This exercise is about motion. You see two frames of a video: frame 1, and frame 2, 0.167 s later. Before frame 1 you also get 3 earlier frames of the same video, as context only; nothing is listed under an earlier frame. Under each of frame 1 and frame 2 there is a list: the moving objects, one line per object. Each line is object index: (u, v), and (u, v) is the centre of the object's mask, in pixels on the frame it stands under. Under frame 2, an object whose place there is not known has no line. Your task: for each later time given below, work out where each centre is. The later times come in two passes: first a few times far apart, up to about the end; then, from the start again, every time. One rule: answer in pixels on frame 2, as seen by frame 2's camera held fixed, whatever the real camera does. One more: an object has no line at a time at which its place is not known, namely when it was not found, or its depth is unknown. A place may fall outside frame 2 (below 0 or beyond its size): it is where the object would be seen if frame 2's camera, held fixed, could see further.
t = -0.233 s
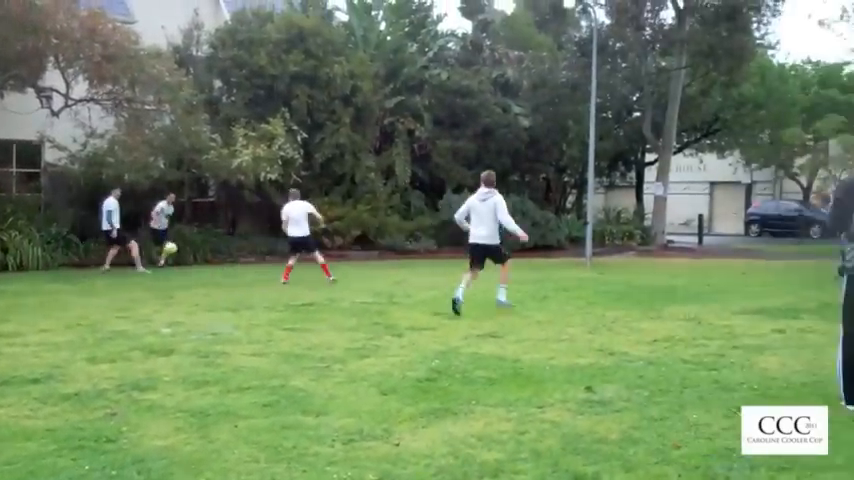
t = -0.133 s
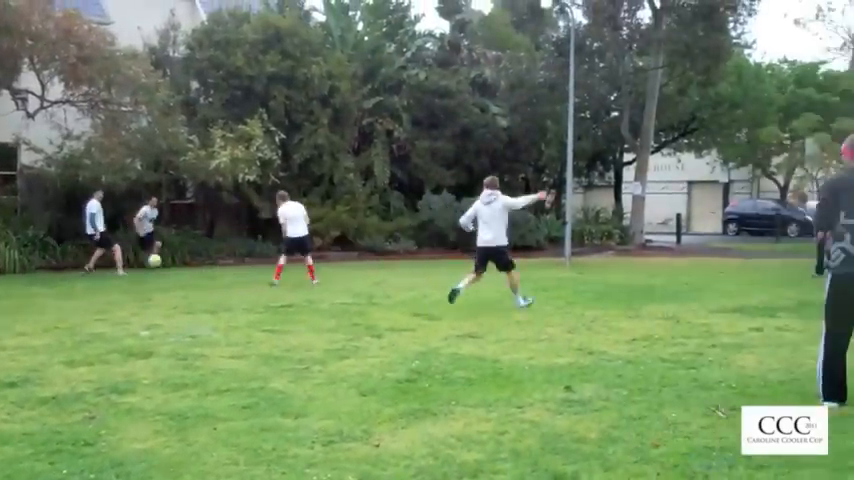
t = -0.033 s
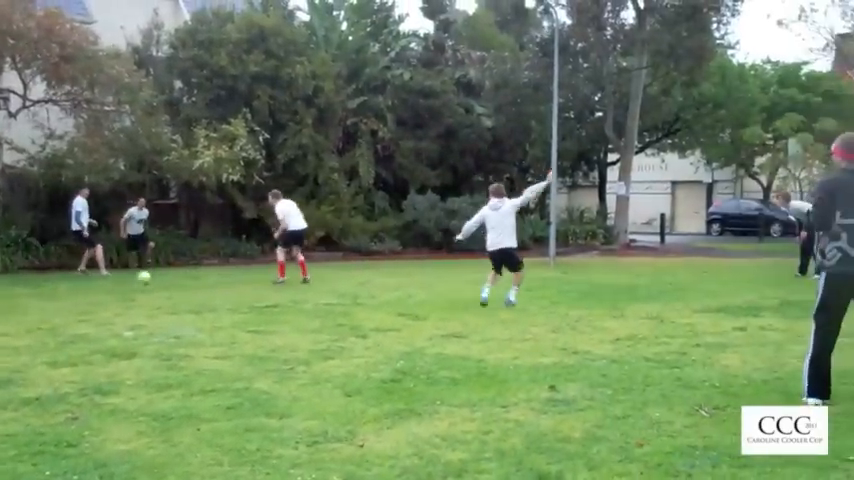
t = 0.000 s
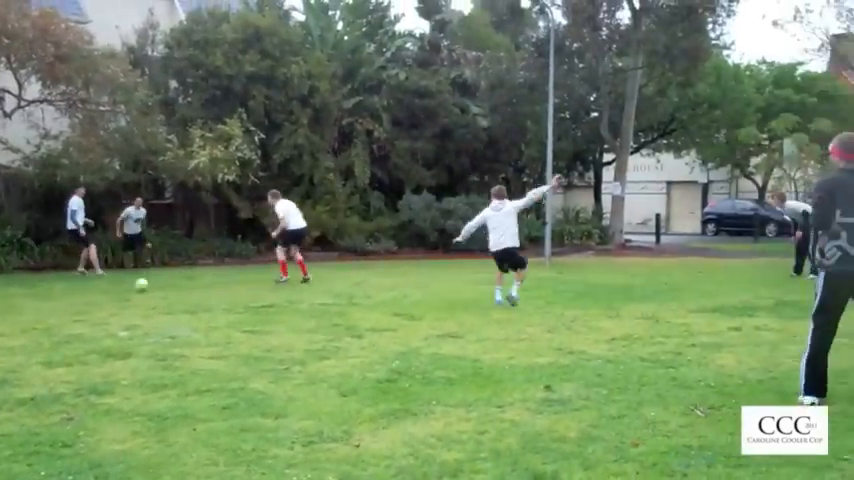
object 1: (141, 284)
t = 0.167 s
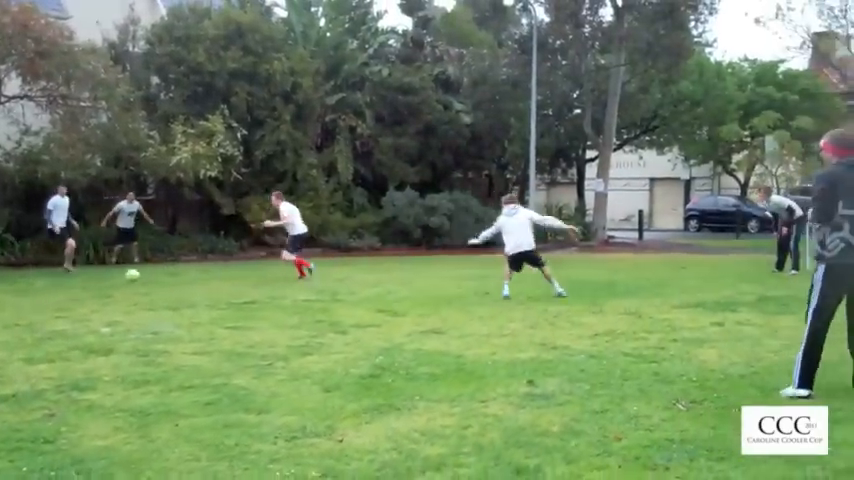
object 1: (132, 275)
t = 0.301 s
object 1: (139, 277)
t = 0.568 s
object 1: (154, 293)
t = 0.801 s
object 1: (166, 305)
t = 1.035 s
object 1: (179, 312)
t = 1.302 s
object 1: (193, 320)
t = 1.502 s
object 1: (204, 323)
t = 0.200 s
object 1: (134, 274)
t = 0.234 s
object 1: (135, 275)
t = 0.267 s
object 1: (138, 275)
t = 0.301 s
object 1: (139, 277)
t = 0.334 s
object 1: (141, 280)
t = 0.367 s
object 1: (143, 284)
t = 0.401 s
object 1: (145, 288)
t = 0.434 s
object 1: (147, 293)
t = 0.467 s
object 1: (149, 296)
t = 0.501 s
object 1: (150, 296)
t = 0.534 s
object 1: (152, 294)
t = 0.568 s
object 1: (154, 293)
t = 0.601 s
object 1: (155, 294)
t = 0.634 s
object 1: (157, 295)
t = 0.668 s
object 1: (159, 296)
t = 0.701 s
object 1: (161, 299)
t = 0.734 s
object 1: (162, 303)
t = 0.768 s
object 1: (164, 304)
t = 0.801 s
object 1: (166, 305)
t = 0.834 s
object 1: (168, 305)
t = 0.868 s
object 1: (169, 307)
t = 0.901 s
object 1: (172, 308)
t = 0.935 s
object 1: (173, 310)
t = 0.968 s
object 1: (175, 310)
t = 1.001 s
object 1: (176, 311)
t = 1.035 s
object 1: (179, 312)
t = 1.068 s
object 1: (181, 313)
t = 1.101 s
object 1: (183, 314)
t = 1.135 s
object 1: (184, 315)
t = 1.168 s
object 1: (185, 315)
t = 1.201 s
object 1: (188, 314)
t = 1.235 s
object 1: (190, 317)
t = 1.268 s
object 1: (191, 319)
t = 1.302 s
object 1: (193, 320)
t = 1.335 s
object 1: (194, 320)
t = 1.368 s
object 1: (196, 321)
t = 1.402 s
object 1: (199, 323)
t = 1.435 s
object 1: (200, 323)
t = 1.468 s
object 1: (203, 323)
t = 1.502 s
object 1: (204, 323)
